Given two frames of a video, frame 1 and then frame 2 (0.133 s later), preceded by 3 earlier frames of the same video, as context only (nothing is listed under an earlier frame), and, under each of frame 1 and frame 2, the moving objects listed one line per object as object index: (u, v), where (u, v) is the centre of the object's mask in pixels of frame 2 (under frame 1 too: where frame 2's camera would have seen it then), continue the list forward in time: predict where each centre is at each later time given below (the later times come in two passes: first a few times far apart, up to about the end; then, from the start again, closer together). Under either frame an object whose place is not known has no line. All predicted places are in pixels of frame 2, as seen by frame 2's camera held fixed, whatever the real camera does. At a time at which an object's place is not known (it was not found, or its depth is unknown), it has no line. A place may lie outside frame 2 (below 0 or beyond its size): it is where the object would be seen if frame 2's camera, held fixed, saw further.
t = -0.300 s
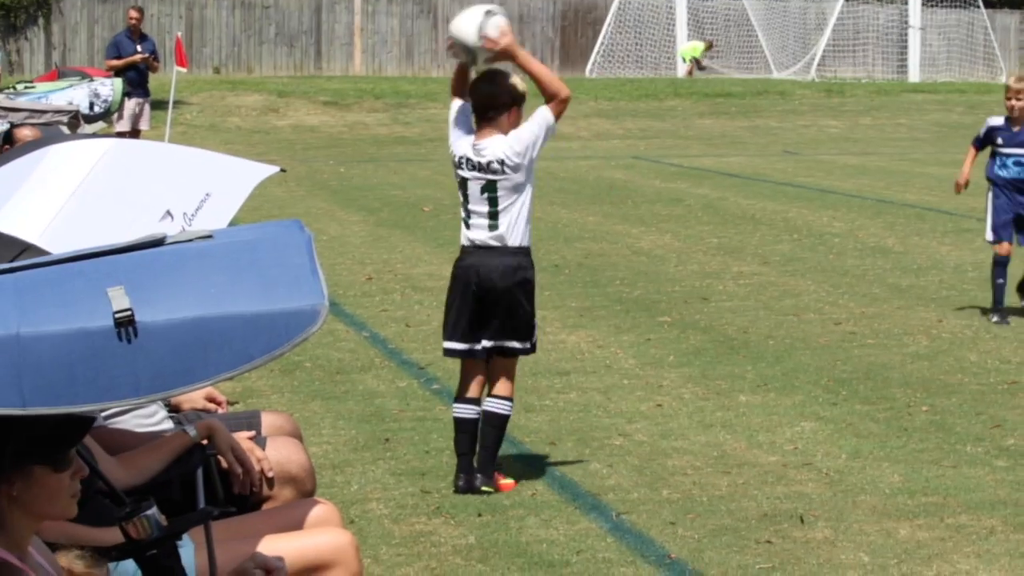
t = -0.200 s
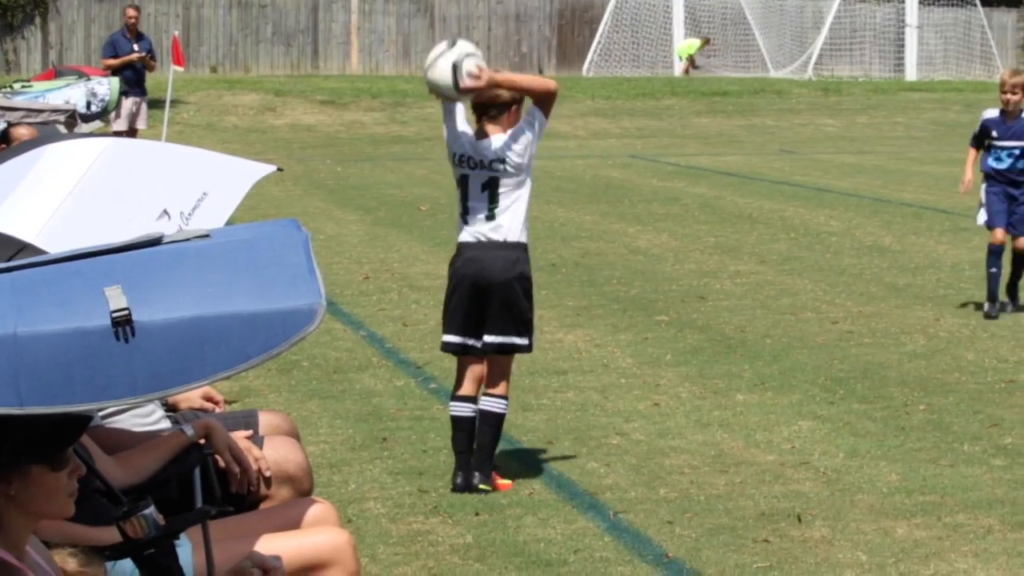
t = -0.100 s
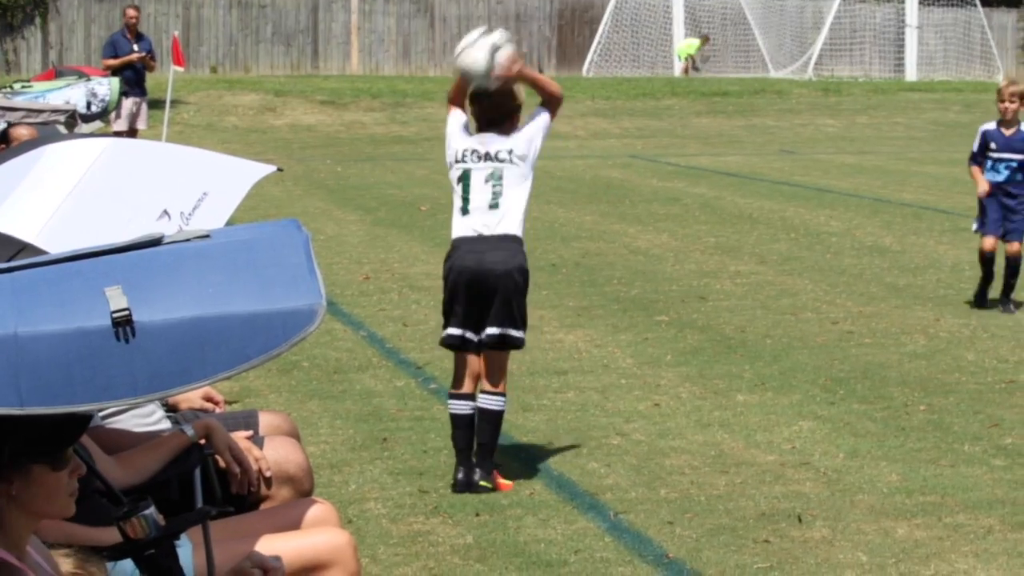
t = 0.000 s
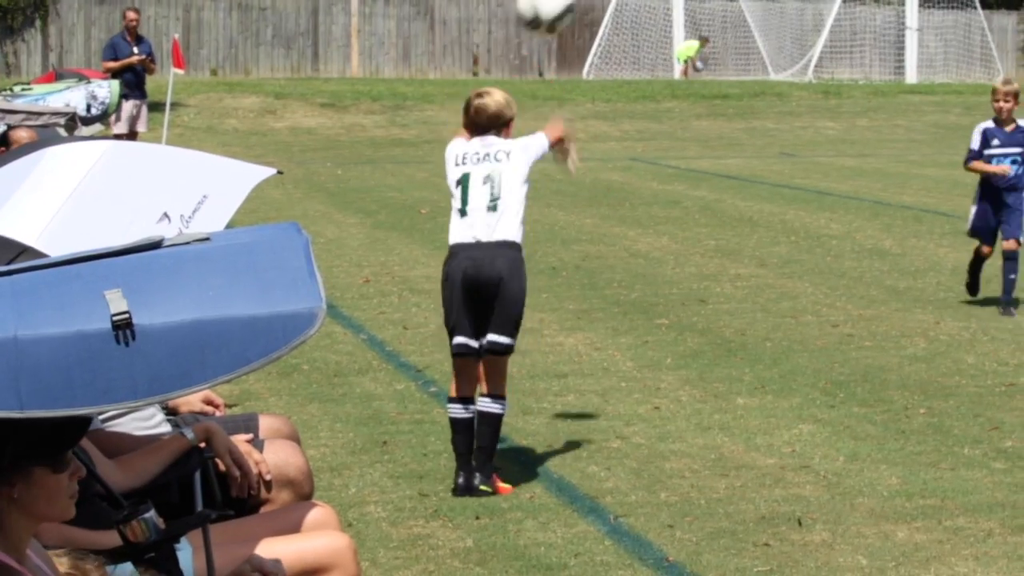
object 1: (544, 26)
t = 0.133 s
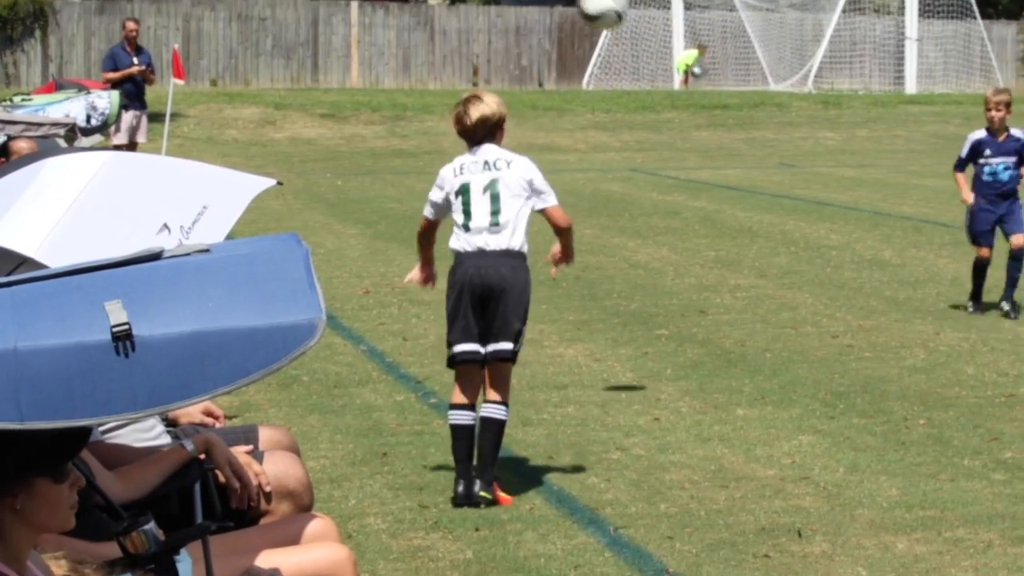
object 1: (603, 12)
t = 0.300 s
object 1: (659, 43)
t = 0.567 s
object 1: (725, 189)
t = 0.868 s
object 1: (766, 197)
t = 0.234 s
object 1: (638, 21)
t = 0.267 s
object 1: (649, 31)
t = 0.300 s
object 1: (659, 43)
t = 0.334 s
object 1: (668, 56)
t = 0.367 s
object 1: (679, 71)
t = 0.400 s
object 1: (688, 88)
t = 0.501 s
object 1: (712, 146)
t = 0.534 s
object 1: (718, 167)
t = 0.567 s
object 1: (725, 189)
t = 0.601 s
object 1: (730, 211)
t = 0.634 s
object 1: (737, 235)
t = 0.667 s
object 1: (743, 260)
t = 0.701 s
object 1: (747, 285)
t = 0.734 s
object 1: (751, 268)
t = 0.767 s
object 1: (756, 246)
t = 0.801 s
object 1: (759, 228)
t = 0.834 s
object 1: (762, 212)
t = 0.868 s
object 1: (766, 197)
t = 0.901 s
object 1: (770, 185)
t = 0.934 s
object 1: (773, 175)
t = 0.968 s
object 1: (776, 166)
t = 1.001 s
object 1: (778, 159)
